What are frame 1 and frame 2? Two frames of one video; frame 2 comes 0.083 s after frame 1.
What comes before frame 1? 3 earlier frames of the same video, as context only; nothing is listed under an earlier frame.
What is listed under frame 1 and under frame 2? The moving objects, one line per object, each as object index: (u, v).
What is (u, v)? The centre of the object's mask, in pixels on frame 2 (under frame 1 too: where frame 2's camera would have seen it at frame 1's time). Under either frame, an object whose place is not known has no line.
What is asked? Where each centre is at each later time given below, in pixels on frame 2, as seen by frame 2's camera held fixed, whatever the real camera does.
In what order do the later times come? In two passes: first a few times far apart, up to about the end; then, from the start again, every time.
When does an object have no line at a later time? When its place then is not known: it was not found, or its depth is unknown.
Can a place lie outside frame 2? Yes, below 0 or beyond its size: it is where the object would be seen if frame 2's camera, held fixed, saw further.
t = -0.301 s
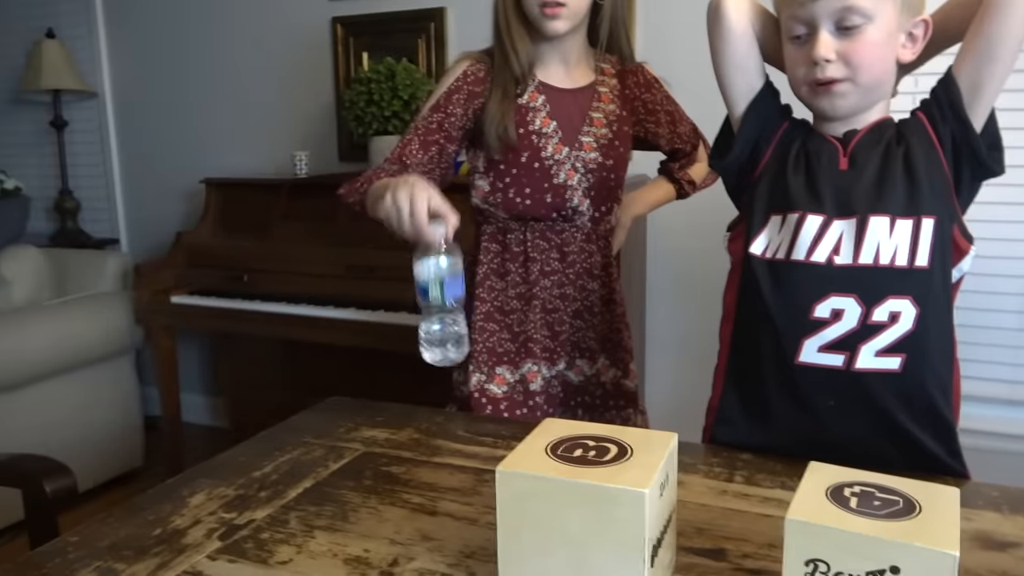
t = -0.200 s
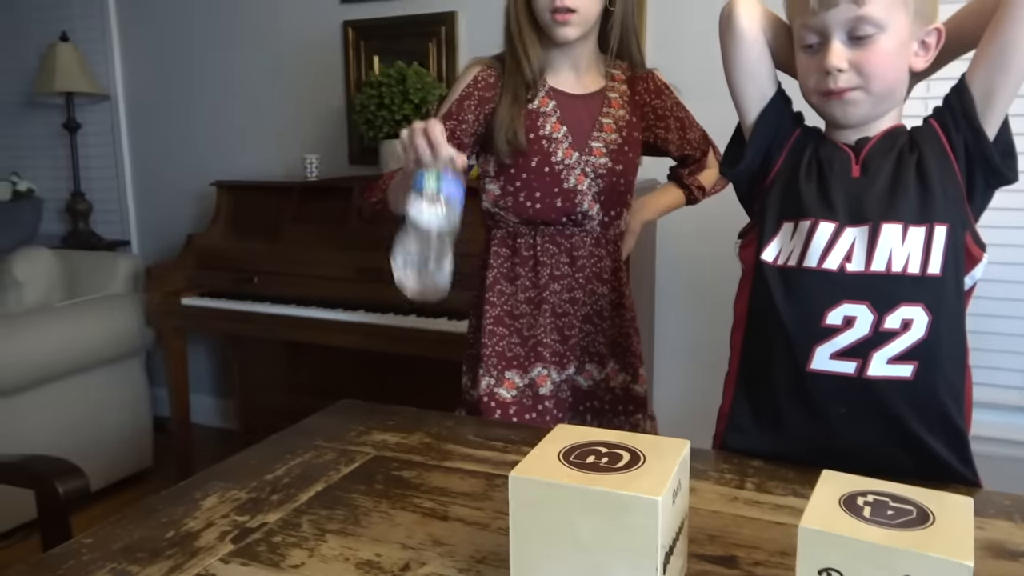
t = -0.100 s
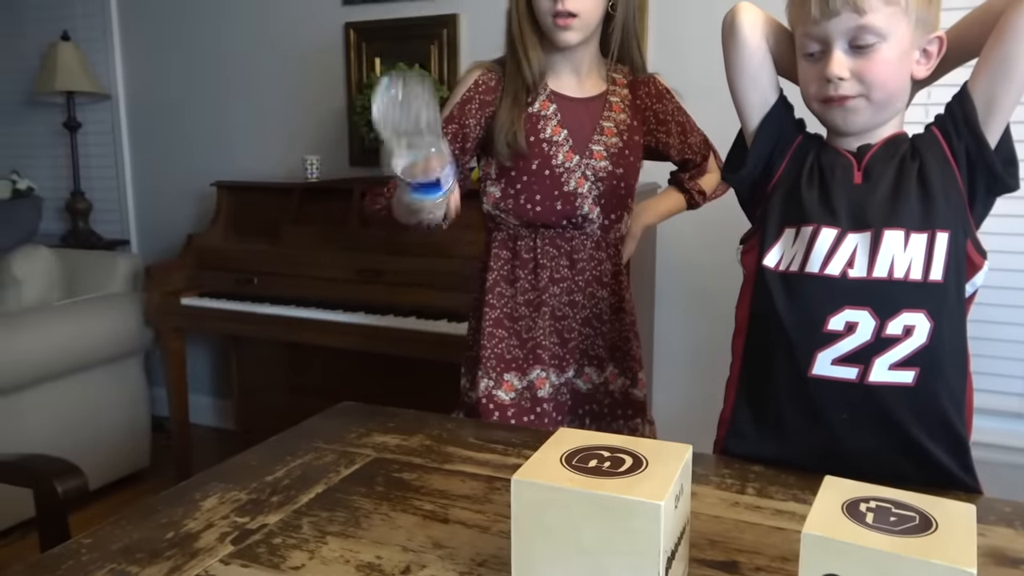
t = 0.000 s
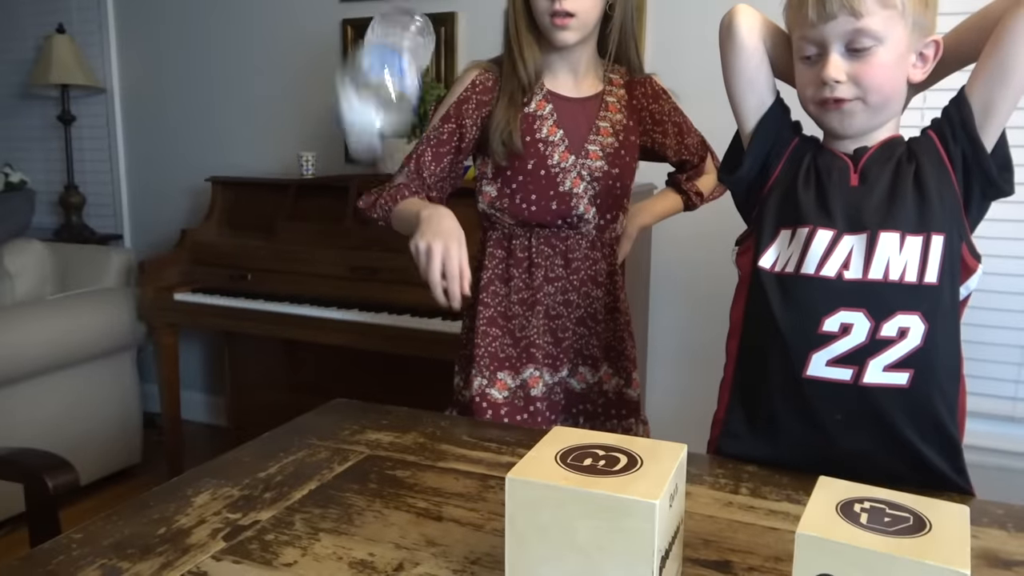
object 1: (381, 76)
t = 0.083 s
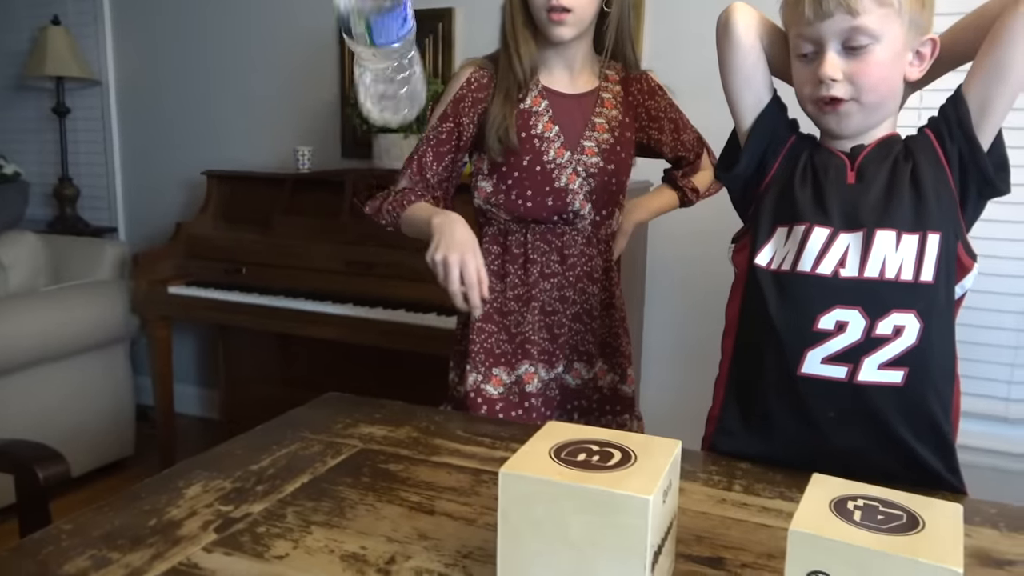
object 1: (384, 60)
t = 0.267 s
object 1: (370, 352)
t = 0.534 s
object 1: (374, 485)
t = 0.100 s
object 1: (383, 70)
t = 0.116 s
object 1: (382, 85)
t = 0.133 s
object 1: (380, 96)
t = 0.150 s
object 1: (378, 113)
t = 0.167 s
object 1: (377, 131)
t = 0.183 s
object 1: (376, 153)
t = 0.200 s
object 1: (374, 182)
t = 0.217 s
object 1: (372, 220)
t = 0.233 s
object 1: (372, 264)
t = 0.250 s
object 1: (370, 307)
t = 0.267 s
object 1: (370, 352)
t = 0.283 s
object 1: (368, 406)
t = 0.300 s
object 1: (369, 441)
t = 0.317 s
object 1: (371, 459)
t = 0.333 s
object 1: (371, 476)
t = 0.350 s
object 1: (368, 484)
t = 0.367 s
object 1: (370, 485)
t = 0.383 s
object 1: (371, 485)
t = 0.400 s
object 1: (372, 485)
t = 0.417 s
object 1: (372, 485)
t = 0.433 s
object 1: (373, 485)
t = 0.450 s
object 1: (373, 485)
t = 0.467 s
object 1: (372, 485)
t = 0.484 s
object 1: (373, 485)
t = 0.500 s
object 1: (373, 485)
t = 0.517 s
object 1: (373, 485)
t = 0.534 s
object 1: (374, 485)
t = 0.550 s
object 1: (375, 485)
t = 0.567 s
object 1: (375, 485)
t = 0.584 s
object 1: (376, 485)
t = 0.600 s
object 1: (376, 485)
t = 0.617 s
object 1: (375, 485)
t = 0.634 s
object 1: (375, 485)
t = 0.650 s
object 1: (374, 485)
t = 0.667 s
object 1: (374, 485)
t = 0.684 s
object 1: (373, 485)
